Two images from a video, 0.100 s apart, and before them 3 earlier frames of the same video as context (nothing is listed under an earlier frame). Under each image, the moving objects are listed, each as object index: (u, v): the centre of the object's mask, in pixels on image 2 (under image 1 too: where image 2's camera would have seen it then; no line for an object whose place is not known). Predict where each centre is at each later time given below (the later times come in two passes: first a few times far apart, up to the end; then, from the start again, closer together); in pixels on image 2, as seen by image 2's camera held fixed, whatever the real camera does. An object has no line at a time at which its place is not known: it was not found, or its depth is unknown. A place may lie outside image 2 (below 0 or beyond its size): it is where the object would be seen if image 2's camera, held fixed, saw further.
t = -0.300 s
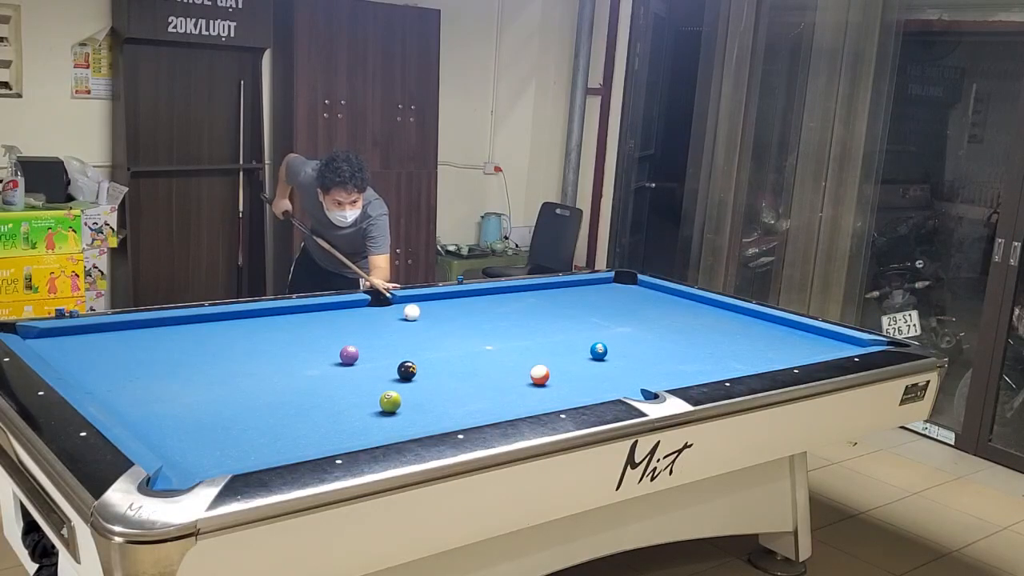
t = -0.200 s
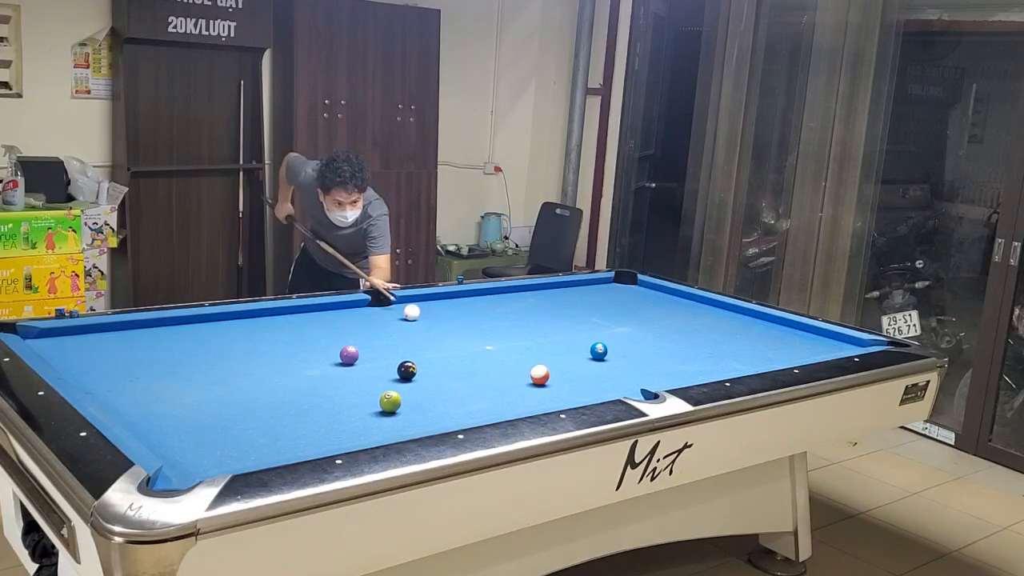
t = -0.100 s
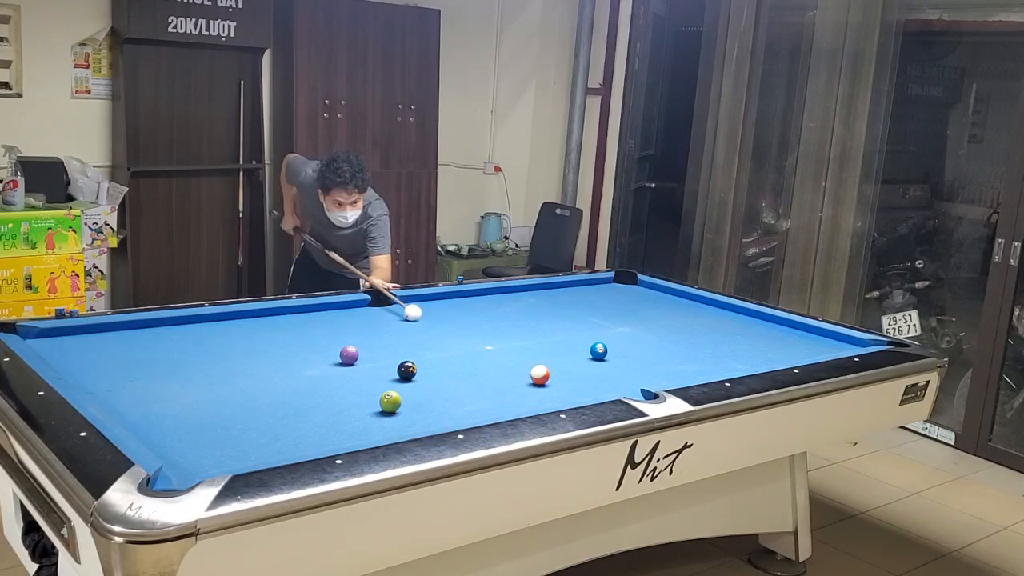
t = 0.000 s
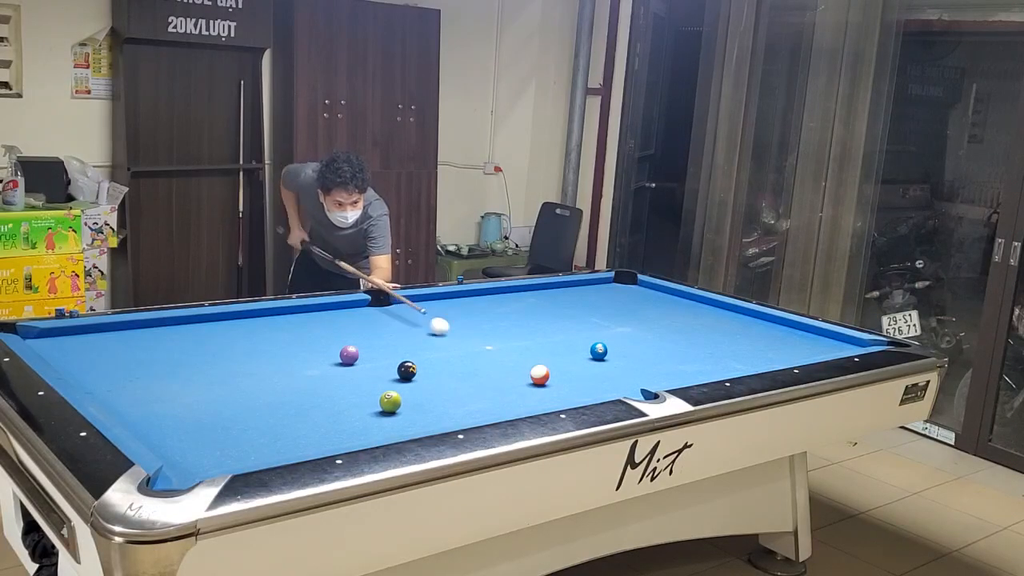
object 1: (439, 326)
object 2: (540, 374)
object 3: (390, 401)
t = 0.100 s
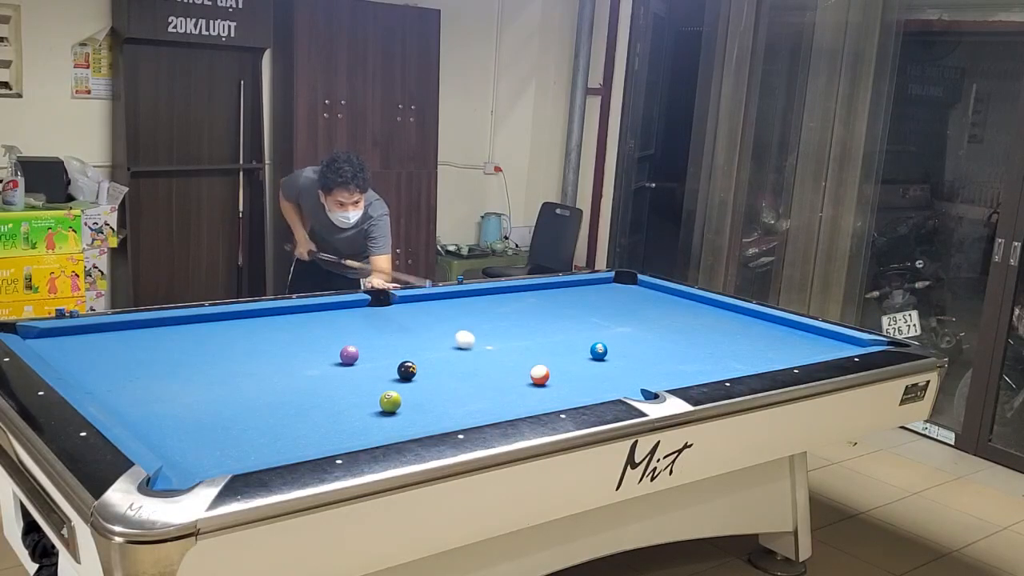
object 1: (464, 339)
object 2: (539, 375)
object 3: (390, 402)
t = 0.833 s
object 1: (506, 406)
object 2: (614, 384)
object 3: (390, 401)
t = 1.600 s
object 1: (409, 400)
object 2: (559, 361)
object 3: (379, 401)
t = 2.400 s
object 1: (393, 391)
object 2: (517, 343)
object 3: (325, 402)
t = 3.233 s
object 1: (386, 387)
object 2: (483, 331)
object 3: (291, 402)
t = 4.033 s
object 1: (386, 387)
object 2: (463, 325)
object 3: (285, 402)
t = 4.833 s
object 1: (386, 387)
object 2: (453, 322)
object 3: (285, 402)
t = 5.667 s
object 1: (386, 387)
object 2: (452, 322)
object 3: (285, 402)
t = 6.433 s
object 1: (386, 387)
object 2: (452, 322)
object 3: (285, 402)
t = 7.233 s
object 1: (386, 387)
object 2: (452, 322)
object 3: (285, 402)
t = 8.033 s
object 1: (386, 387)
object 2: (452, 322)
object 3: (285, 402)
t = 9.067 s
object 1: (386, 388)
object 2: (453, 322)
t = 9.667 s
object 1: (386, 387)
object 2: (453, 322)
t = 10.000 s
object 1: (386, 388)
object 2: (453, 322)
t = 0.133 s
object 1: (473, 344)
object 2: (540, 374)
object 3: (390, 402)
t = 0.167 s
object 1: (482, 349)
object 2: (540, 374)
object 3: (390, 401)
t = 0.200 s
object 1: (491, 353)
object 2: (540, 374)
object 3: (390, 401)
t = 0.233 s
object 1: (501, 358)
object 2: (540, 374)
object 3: (390, 401)
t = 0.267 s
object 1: (511, 363)
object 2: (540, 374)
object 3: (390, 401)
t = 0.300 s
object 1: (520, 368)
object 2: (540, 374)
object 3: (390, 401)
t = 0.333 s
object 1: (521, 371)
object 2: (548, 376)
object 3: (390, 401)
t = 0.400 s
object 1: (516, 376)
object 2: (574, 383)
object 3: (390, 401)
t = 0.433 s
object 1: (515, 378)
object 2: (585, 386)
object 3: (390, 401)
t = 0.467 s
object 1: (515, 380)
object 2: (595, 388)
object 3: (390, 401)
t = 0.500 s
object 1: (514, 383)
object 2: (605, 388)
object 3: (390, 401)
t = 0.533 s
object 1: (514, 385)
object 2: (613, 389)
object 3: (390, 401)
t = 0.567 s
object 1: (513, 388)
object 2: (618, 389)
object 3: (390, 401)
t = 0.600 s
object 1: (512, 391)
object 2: (623, 389)
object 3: (390, 401)
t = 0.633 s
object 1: (511, 393)
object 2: (627, 389)
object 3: (390, 401)
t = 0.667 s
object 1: (511, 396)
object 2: (630, 389)
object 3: (390, 401)
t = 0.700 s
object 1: (510, 399)
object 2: (626, 388)
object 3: (390, 402)
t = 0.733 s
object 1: (509, 401)
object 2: (624, 387)
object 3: (390, 401)
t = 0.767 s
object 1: (508, 403)
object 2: (621, 386)
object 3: (390, 402)
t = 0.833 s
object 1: (506, 406)
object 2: (614, 384)
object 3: (390, 401)
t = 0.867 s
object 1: (505, 408)
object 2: (612, 383)
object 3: (390, 402)
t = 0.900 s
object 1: (499, 407)
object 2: (609, 382)
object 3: (390, 402)
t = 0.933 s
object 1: (494, 407)
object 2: (607, 381)
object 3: (390, 401)
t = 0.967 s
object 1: (489, 407)
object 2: (604, 379)
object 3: (390, 401)
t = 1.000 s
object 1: (483, 408)
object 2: (601, 378)
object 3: (390, 401)
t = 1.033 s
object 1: (478, 408)
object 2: (598, 377)
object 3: (390, 401)
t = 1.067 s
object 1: (473, 408)
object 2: (596, 377)
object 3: (390, 402)
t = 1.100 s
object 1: (468, 408)
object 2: (593, 375)
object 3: (390, 401)
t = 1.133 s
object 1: (463, 407)
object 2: (591, 374)
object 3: (390, 401)
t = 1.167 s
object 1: (458, 407)
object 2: (588, 373)
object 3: (390, 401)
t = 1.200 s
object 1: (453, 406)
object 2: (586, 372)
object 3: (390, 401)
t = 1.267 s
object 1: (443, 405)
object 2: (581, 370)
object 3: (390, 401)
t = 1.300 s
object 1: (438, 404)
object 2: (579, 369)
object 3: (390, 401)
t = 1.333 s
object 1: (433, 404)
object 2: (577, 368)
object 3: (390, 401)
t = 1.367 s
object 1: (428, 403)
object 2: (574, 367)
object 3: (390, 401)
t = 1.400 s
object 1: (423, 403)
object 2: (572, 366)
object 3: (390, 401)
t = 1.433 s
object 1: (418, 402)
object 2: (570, 365)
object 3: (390, 401)
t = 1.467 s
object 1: (414, 402)
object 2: (568, 364)
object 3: (390, 401)
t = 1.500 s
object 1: (412, 401)
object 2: (566, 363)
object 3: (387, 401)
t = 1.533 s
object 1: (411, 401)
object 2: (564, 363)
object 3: (384, 401)
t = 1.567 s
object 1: (410, 400)
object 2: (561, 362)
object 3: (382, 401)
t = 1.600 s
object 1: (409, 400)
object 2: (559, 361)
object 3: (379, 401)
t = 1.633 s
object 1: (408, 399)
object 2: (557, 360)
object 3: (376, 401)
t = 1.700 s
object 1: (406, 398)
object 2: (553, 358)
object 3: (371, 401)
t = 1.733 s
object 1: (405, 398)
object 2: (551, 357)
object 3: (368, 401)
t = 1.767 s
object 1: (404, 397)
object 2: (550, 356)
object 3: (366, 401)
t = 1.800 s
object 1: (404, 397)
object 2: (548, 355)
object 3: (364, 402)
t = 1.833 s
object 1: (403, 396)
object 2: (546, 355)
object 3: (361, 402)
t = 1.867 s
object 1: (402, 396)
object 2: (544, 354)
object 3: (358, 402)
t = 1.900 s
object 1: (401, 396)
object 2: (542, 353)
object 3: (356, 402)
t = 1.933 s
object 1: (401, 395)
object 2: (540, 353)
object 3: (354, 402)
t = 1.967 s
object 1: (400, 395)
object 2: (539, 352)
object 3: (351, 402)
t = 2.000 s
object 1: (399, 395)
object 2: (537, 351)
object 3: (349, 402)
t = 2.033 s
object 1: (399, 394)
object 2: (535, 350)
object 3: (347, 402)
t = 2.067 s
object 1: (398, 394)
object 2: (533, 350)
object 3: (345, 402)
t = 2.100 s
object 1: (398, 394)
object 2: (531, 349)
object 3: (343, 402)
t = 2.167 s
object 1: (396, 393)
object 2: (528, 348)
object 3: (338, 402)
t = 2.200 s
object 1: (396, 393)
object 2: (527, 347)
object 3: (336, 402)
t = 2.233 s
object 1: (395, 392)
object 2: (525, 346)
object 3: (334, 402)
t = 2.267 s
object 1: (395, 392)
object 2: (523, 346)
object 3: (332, 402)
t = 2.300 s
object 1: (394, 392)
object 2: (522, 345)
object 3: (330, 402)
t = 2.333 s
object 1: (394, 391)
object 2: (520, 344)
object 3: (328, 402)
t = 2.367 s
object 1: (393, 391)
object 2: (518, 344)
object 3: (326, 402)
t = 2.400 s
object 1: (393, 391)
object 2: (517, 343)
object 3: (325, 402)
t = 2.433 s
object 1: (392, 391)
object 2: (516, 343)
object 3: (323, 402)
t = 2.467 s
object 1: (392, 390)
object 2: (514, 342)
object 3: (321, 402)
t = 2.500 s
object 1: (391, 390)
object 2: (512, 342)
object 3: (319, 402)
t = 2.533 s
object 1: (391, 390)
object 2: (511, 341)
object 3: (318, 402)
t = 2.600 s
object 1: (390, 389)
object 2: (509, 340)
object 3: (315, 402)
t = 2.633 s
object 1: (389, 389)
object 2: (507, 340)
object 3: (313, 402)
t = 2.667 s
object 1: (389, 389)
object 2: (506, 339)
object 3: (311, 402)
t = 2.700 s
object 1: (389, 389)
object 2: (504, 339)
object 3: (310, 402)
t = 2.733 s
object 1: (389, 389)
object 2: (503, 338)
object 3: (308, 402)
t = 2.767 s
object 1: (388, 389)
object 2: (501, 338)
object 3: (307, 402)
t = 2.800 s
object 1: (388, 389)
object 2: (500, 337)
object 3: (306, 402)
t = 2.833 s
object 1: (387, 389)
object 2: (499, 337)
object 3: (305, 402)
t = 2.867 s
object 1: (387, 388)
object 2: (497, 336)
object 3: (303, 402)
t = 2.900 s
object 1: (387, 388)
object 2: (496, 336)
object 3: (302, 402)
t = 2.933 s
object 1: (387, 388)
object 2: (495, 335)
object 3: (301, 402)
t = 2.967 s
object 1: (387, 388)
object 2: (493, 335)
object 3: (300, 402)
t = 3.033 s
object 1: (386, 388)
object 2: (490, 333)
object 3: (296, 402)
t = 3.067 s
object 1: (386, 388)
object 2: (489, 333)
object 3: (295, 402)
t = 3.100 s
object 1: (386, 388)
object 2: (487, 333)
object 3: (295, 402)
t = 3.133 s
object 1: (386, 388)
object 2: (486, 332)
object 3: (294, 402)
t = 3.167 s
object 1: (386, 388)
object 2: (485, 332)
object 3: (293, 402)
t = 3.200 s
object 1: (386, 388)
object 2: (484, 332)
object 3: (292, 402)
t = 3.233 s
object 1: (386, 387)
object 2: (483, 331)
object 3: (291, 402)
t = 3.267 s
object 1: (386, 388)
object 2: (482, 331)
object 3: (290, 402)
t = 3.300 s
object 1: (386, 388)
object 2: (481, 331)
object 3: (289, 402)
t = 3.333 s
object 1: (386, 388)
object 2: (480, 330)
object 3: (289, 402)
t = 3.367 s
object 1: (386, 387)
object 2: (479, 330)
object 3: (288, 402)
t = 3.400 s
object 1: (386, 387)
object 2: (478, 330)
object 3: (288, 402)
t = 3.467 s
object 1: (386, 387)
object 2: (476, 329)
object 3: (286, 402)
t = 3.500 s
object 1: (386, 387)
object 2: (475, 329)
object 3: (286, 402)
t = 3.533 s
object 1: (386, 387)
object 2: (474, 329)
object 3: (285, 402)
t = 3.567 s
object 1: (386, 387)
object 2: (473, 328)
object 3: (285, 402)
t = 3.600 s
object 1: (386, 387)
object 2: (472, 328)
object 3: (285, 402)
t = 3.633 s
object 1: (386, 387)
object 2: (472, 328)
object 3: (285, 402)
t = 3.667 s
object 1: (386, 387)
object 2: (471, 327)
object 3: (284, 402)
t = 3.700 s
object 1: (386, 387)
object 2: (470, 327)
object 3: (284, 402)
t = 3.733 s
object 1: (386, 387)
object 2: (469, 327)
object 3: (284, 402)
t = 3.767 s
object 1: (386, 387)
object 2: (469, 327)
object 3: (284, 402)
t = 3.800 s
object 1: (386, 387)
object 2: (468, 327)
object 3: (284, 402)
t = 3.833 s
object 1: (386, 387)
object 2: (467, 326)
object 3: (284, 402)
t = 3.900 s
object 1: (386, 387)
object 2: (465, 326)
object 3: (284, 402)
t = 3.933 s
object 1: (386, 387)
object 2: (465, 326)
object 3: (284, 402)
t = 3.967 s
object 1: (386, 387)
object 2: (464, 326)
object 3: (284, 402)
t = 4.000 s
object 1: (386, 387)
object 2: (463, 325)
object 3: (285, 402)
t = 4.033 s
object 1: (386, 387)
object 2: (463, 325)
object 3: (285, 402)
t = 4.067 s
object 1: (386, 387)
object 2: (462, 325)
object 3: (285, 402)
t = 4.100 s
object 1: (386, 387)
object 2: (461, 325)
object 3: (285, 402)
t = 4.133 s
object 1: (386, 387)
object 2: (460, 325)
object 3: (285, 402)
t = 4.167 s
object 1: (386, 387)
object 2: (460, 324)
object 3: (285, 402)
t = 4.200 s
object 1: (386, 387)
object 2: (460, 324)
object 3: (285, 402)
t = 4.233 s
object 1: (386, 387)
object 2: (459, 324)
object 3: (285, 402)
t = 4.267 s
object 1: (386, 387)
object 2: (458, 324)
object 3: (285, 402)
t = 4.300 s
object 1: (386, 387)
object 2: (458, 324)
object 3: (285, 402)
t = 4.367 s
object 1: (386, 387)
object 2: (457, 323)
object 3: (285, 402)
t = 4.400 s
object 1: (386, 387)
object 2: (456, 323)
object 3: (285, 402)
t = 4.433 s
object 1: (386, 387)
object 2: (456, 323)
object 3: (285, 402)
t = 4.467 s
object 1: (386, 387)
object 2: (456, 323)
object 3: (285, 402)
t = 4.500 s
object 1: (386, 387)
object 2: (455, 323)
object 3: (285, 402)
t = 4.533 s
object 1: (386, 387)
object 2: (455, 323)
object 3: (285, 402)
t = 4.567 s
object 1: (386, 387)
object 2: (455, 323)
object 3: (285, 402)
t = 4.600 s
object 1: (386, 387)
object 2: (455, 323)
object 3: (285, 402)
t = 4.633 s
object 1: (386, 387)
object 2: (454, 323)
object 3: (285, 402)
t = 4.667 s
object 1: (386, 387)
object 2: (454, 322)
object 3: (285, 402)
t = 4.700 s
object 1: (386, 387)
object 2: (454, 322)
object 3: (285, 402)
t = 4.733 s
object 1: (386, 387)
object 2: (453, 322)
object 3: (285, 402)
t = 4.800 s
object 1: (386, 387)
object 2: (453, 322)
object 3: (285, 402)
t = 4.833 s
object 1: (386, 387)
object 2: (453, 322)
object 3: (285, 402)
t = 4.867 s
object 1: (386, 387)
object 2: (453, 322)
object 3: (285, 402)
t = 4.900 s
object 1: (386, 387)
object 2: (453, 322)
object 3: (285, 402)
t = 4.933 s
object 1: (386, 387)
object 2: (453, 322)
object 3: (285, 402)
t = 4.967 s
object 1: (386, 387)
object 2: (453, 322)
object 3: (285, 402)
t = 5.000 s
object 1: (386, 387)
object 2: (453, 322)
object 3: (285, 402)
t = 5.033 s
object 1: (386, 387)
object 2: (453, 322)
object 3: (285, 402)
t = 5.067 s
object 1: (386, 387)
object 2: (453, 322)
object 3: (285, 402)
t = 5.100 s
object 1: (386, 387)
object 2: (453, 322)
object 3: (285, 402)
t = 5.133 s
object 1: (386, 387)
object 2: (452, 322)
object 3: (285, 402)
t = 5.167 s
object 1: (386, 387)
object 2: (453, 322)
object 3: (285, 402)
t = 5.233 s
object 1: (386, 387)
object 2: (453, 322)
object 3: (285, 402)
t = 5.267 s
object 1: (386, 387)
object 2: (452, 322)
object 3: (285, 402)
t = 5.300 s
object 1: (386, 387)
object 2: (452, 322)
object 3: (285, 402)
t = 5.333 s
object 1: (386, 387)
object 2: (452, 322)
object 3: (285, 402)
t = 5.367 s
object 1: (386, 387)
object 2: (452, 322)
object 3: (285, 402)
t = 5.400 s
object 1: (386, 387)
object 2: (452, 322)
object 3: (285, 402)
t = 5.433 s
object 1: (386, 387)
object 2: (452, 322)
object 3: (285, 402)
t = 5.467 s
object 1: (386, 387)
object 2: (452, 322)
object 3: (285, 402)
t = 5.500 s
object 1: (386, 387)
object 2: (452, 322)
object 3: (285, 402)
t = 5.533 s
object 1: (386, 387)
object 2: (452, 322)
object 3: (285, 402)
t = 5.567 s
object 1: (386, 387)
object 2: (452, 322)
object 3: (285, 402)
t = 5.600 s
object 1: (386, 387)
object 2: (452, 322)
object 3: (285, 402)
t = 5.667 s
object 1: (386, 387)
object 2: (452, 322)
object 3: (285, 402)
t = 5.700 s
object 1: (386, 387)
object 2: (452, 322)
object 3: (285, 402)
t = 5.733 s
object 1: (386, 387)
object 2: (452, 322)
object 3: (285, 402)
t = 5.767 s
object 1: (386, 387)
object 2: (452, 322)
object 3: (285, 402)
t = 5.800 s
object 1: (386, 387)
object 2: (452, 322)
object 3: (285, 402)
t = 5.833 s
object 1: (386, 387)
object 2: (452, 322)
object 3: (285, 402)
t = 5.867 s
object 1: (386, 387)
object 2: (452, 322)
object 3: (285, 402)
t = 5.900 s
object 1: (386, 387)
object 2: (452, 322)
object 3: (285, 402)
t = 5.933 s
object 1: (386, 387)
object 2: (452, 322)
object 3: (285, 402)
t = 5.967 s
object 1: (386, 387)
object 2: (452, 322)
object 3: (285, 402)
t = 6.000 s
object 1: (386, 387)
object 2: (452, 322)
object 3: (285, 402)
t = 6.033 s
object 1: (386, 387)
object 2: (452, 322)
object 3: (285, 402)
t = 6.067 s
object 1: (386, 387)
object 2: (452, 322)
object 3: (285, 402)
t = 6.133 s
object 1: (386, 387)
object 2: (452, 322)
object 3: (285, 402)
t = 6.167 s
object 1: (386, 387)
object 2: (452, 322)
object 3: (285, 402)
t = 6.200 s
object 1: (386, 387)
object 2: (452, 322)
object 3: (285, 402)
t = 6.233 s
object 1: (386, 387)
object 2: (452, 322)
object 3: (285, 402)
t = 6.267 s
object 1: (386, 387)
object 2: (452, 322)
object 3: (285, 402)
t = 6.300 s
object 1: (386, 387)
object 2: (452, 322)
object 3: (285, 402)
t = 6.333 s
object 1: (386, 387)
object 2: (452, 322)
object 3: (285, 402)
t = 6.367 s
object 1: (386, 387)
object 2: (452, 322)
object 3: (285, 402)
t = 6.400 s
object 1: (386, 387)
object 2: (452, 322)
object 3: (285, 402)
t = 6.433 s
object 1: (386, 387)
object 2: (452, 322)
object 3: (285, 402)
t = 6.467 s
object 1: (386, 387)
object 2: (452, 322)
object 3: (285, 402)
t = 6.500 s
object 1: (386, 387)
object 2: (452, 322)
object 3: (285, 402)
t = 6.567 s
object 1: (386, 387)
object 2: (452, 322)
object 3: (285, 402)
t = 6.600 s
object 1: (386, 387)
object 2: (452, 322)
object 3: (285, 402)
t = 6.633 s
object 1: (386, 387)
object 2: (452, 322)
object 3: (285, 402)
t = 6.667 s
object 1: (386, 387)
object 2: (452, 322)
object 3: (285, 402)
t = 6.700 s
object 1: (386, 387)
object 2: (452, 322)
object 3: (285, 402)
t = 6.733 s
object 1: (386, 387)
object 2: (452, 322)
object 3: (285, 402)
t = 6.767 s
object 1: (386, 387)
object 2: (452, 322)
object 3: (285, 402)
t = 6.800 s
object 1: (386, 387)
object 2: (452, 322)
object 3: (285, 402)
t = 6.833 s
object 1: (386, 387)
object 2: (452, 322)
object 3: (285, 402)
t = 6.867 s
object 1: (386, 387)
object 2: (452, 322)
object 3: (285, 402)
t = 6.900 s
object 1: (386, 387)
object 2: (452, 322)
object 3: (285, 402)
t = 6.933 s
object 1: (386, 387)
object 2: (452, 322)
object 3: (285, 402)
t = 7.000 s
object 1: (386, 387)
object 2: (452, 322)
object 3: (285, 402)
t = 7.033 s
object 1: (386, 387)
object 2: (452, 322)
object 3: (285, 402)
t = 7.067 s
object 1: (386, 387)
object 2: (452, 322)
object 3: (285, 402)
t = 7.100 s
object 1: (386, 387)
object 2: (452, 322)
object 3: (285, 402)
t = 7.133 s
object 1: (386, 387)
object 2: (452, 322)
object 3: (285, 402)
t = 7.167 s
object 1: (386, 387)
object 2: (452, 322)
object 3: (285, 402)
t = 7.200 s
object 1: (386, 387)
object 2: (452, 322)
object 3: (285, 402)
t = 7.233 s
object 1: (386, 387)
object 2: (452, 322)
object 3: (285, 402)
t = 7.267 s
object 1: (386, 387)
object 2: (452, 322)
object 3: (285, 402)
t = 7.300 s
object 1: (386, 387)
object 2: (452, 322)
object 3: (285, 402)
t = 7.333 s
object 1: (386, 387)
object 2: (452, 322)
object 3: (285, 402)
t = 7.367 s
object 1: (386, 387)
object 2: (452, 322)
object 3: (285, 402)
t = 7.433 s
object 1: (386, 387)
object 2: (452, 322)
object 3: (285, 402)
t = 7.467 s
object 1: (386, 387)
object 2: (452, 322)
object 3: (285, 402)
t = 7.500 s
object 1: (386, 387)
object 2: (452, 322)
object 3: (285, 402)
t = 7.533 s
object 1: (386, 387)
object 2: (452, 322)
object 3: (285, 402)
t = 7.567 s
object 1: (386, 387)
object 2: (452, 322)
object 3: (285, 402)
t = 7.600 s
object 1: (386, 387)
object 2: (452, 322)
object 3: (285, 402)
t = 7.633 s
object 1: (386, 387)
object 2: (452, 322)
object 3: (285, 402)
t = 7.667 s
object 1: (386, 387)
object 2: (452, 322)
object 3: (285, 402)
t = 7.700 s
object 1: (386, 387)
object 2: (452, 322)
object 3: (285, 402)
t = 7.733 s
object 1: (386, 387)
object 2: (452, 322)
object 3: (285, 402)
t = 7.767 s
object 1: (386, 387)
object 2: (452, 322)
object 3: (285, 402)
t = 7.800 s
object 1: (386, 387)
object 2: (452, 322)
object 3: (285, 402)
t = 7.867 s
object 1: (386, 387)
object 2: (452, 322)
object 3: (285, 402)
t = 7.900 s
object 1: (386, 387)
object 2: (452, 322)
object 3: (285, 402)
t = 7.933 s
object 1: (386, 387)
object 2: (452, 322)
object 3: (285, 402)
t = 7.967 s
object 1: (386, 387)
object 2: (452, 322)
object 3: (285, 402)
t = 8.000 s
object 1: (386, 387)
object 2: (452, 322)
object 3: (285, 402)
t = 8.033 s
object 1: (386, 387)
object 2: (452, 322)
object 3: (285, 402)
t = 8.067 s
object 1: (386, 387)
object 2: (452, 322)
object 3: (285, 402)
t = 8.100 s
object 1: (386, 387)
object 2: (452, 322)
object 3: (285, 402)
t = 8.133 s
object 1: (386, 387)
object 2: (452, 322)
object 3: (285, 402)
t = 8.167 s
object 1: (386, 387)
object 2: (452, 322)
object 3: (285, 402)
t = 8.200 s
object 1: (386, 387)
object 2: (452, 322)
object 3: (285, 402)
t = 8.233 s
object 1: (386, 387)
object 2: (453, 322)
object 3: (285, 402)
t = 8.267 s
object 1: (386, 387)
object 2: (453, 322)
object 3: (285, 402)
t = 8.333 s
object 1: (386, 387)
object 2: (453, 322)
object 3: (285, 402)
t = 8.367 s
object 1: (386, 387)
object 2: (453, 322)
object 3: (285, 402)
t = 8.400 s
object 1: (386, 387)
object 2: (453, 322)
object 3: (285, 402)
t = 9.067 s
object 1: (386, 388)
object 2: (453, 322)
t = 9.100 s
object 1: (386, 387)
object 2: (453, 322)
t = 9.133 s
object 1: (386, 387)
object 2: (453, 322)
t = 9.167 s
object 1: (386, 387)
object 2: (453, 322)
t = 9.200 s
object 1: (386, 387)
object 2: (453, 322)
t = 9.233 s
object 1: (386, 387)
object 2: (453, 322)
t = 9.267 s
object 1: (386, 387)
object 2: (453, 322)
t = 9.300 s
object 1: (386, 387)
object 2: (453, 322)
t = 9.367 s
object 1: (386, 387)
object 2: (453, 322)
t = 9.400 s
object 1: (386, 387)
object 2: (453, 322)
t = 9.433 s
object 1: (386, 387)
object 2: (453, 322)
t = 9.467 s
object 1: (386, 387)
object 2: (453, 322)
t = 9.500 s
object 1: (386, 387)
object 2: (453, 322)
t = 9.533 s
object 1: (386, 387)
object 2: (453, 322)
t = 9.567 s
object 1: (386, 387)
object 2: (453, 322)
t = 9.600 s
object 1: (386, 387)
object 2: (453, 322)
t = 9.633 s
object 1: (386, 387)
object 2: (453, 322)
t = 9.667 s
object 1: (386, 387)
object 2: (453, 322)
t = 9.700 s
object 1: (386, 387)
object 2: (453, 322)
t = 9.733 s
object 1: (386, 387)
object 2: (453, 322)
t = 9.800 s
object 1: (386, 387)
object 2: (453, 322)
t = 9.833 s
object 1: (386, 387)
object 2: (453, 322)
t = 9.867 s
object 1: (386, 387)
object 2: (453, 322)
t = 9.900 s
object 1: (386, 387)
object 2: (453, 322)
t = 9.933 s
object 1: (386, 388)
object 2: (453, 322)
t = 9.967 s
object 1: (386, 387)
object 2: (453, 322)
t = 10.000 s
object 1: (386, 388)
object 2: (453, 322)
